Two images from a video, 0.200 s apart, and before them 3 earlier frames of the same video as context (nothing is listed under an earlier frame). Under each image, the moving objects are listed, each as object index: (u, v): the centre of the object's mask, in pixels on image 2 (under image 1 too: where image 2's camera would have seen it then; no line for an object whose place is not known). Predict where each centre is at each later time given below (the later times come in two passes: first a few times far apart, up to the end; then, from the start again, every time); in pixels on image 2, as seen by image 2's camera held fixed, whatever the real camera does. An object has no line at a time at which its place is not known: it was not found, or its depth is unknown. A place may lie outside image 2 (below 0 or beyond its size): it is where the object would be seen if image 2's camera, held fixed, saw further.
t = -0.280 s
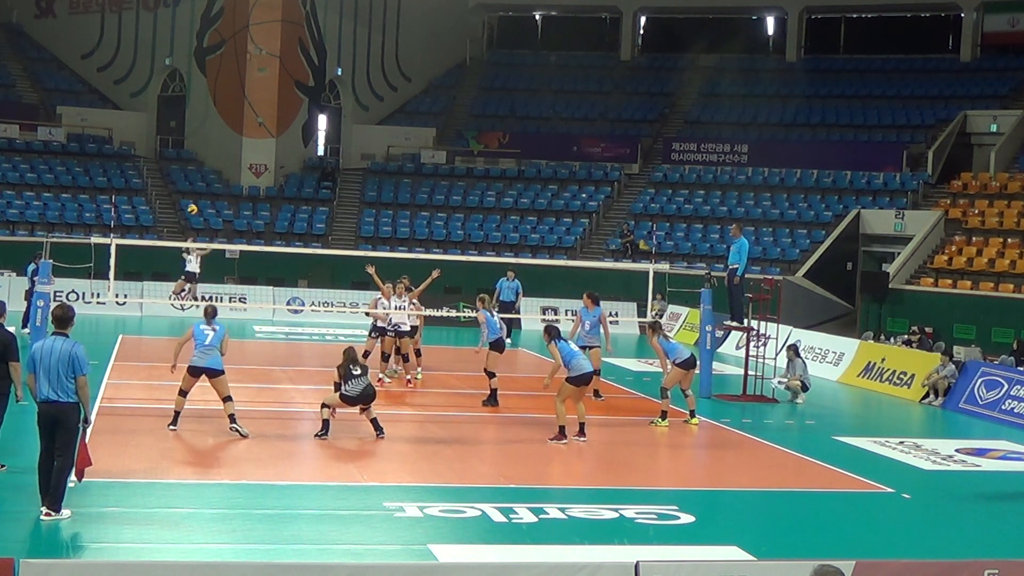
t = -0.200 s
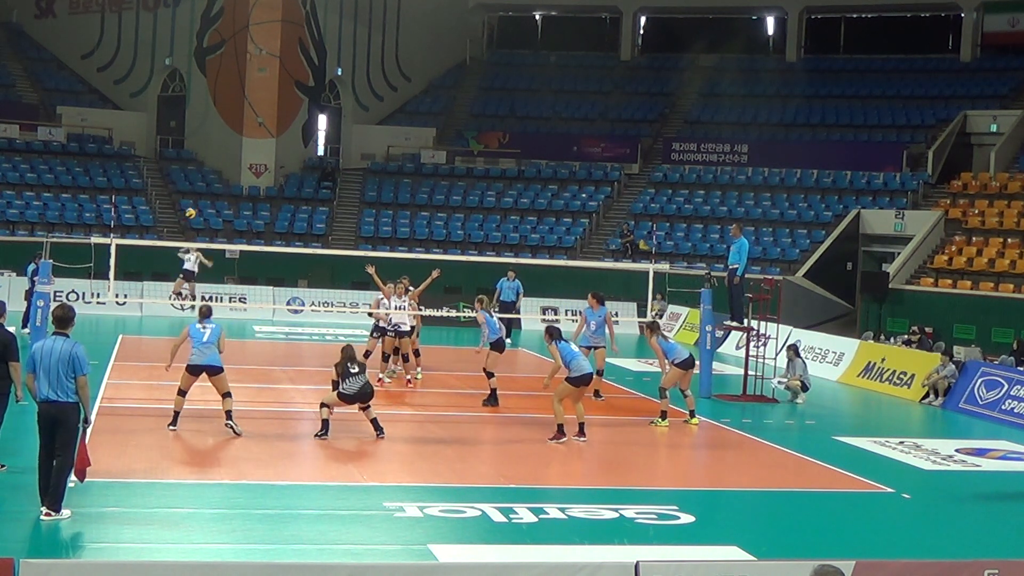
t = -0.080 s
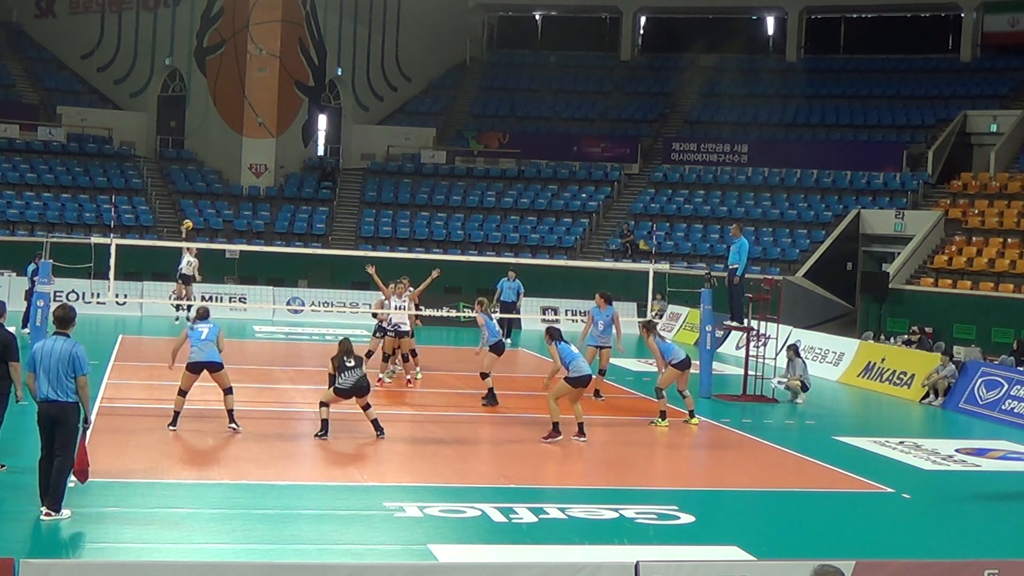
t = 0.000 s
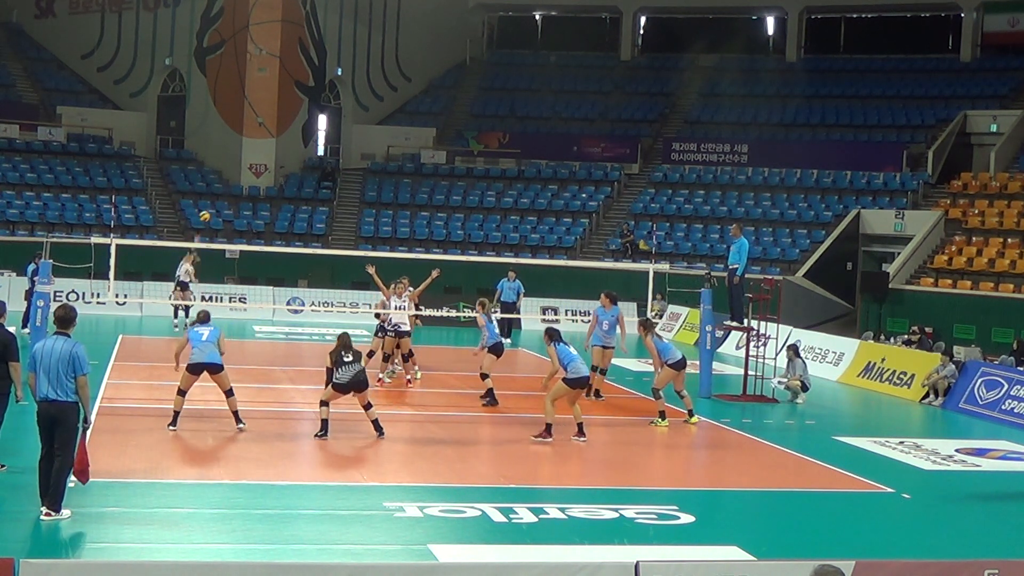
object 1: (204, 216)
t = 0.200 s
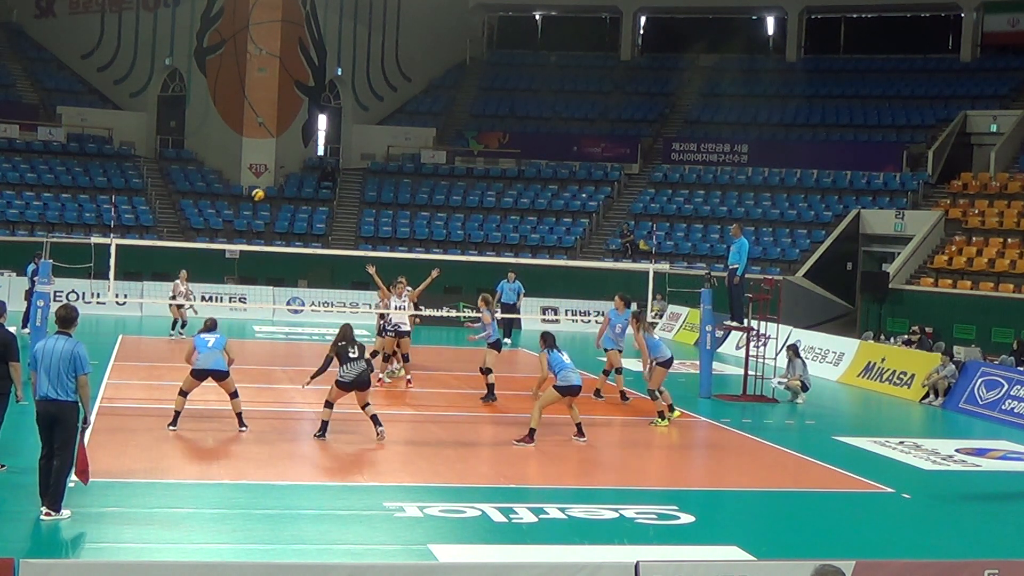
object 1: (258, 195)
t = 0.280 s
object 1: (280, 189)
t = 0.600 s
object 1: (377, 194)
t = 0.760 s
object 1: (431, 226)
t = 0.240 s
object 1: (269, 192)
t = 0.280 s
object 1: (280, 189)
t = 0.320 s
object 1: (292, 186)
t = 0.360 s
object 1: (303, 185)
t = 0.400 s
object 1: (315, 183)
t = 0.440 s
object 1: (326, 183)
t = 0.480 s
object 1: (339, 184)
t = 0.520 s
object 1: (351, 186)
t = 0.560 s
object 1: (364, 189)
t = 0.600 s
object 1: (377, 194)
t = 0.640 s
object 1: (390, 200)
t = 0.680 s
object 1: (404, 207)
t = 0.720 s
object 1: (417, 215)
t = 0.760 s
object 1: (431, 226)
